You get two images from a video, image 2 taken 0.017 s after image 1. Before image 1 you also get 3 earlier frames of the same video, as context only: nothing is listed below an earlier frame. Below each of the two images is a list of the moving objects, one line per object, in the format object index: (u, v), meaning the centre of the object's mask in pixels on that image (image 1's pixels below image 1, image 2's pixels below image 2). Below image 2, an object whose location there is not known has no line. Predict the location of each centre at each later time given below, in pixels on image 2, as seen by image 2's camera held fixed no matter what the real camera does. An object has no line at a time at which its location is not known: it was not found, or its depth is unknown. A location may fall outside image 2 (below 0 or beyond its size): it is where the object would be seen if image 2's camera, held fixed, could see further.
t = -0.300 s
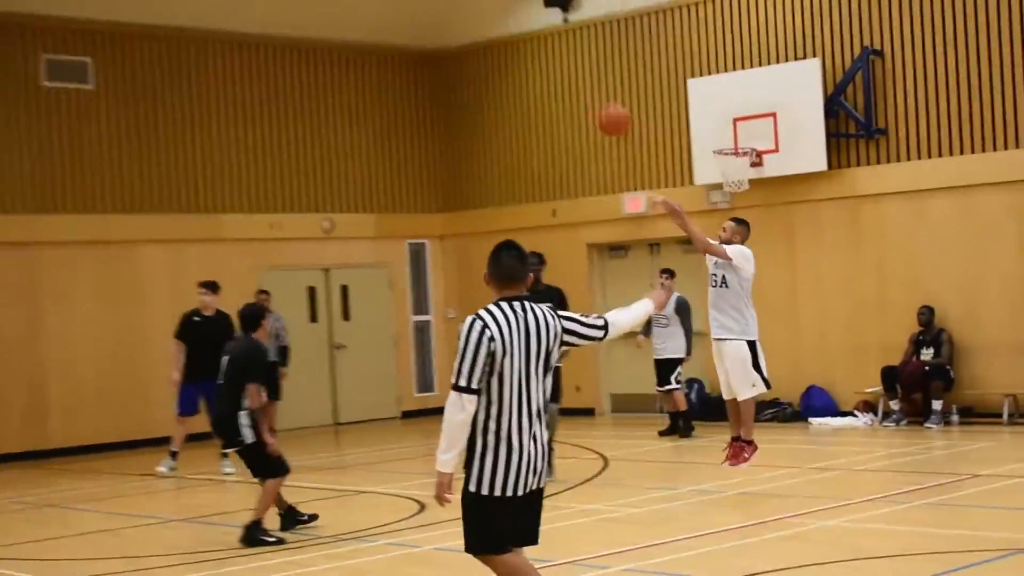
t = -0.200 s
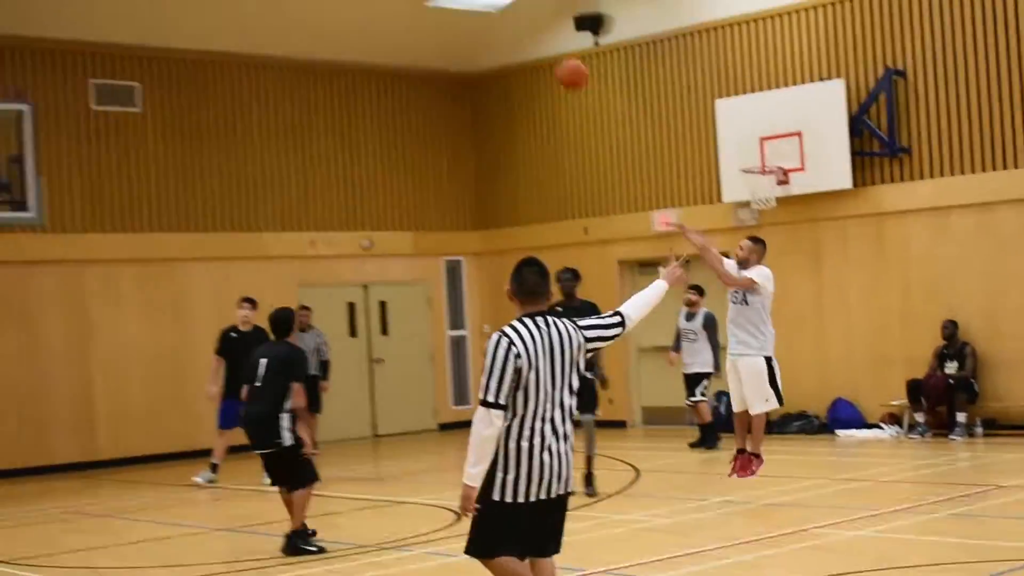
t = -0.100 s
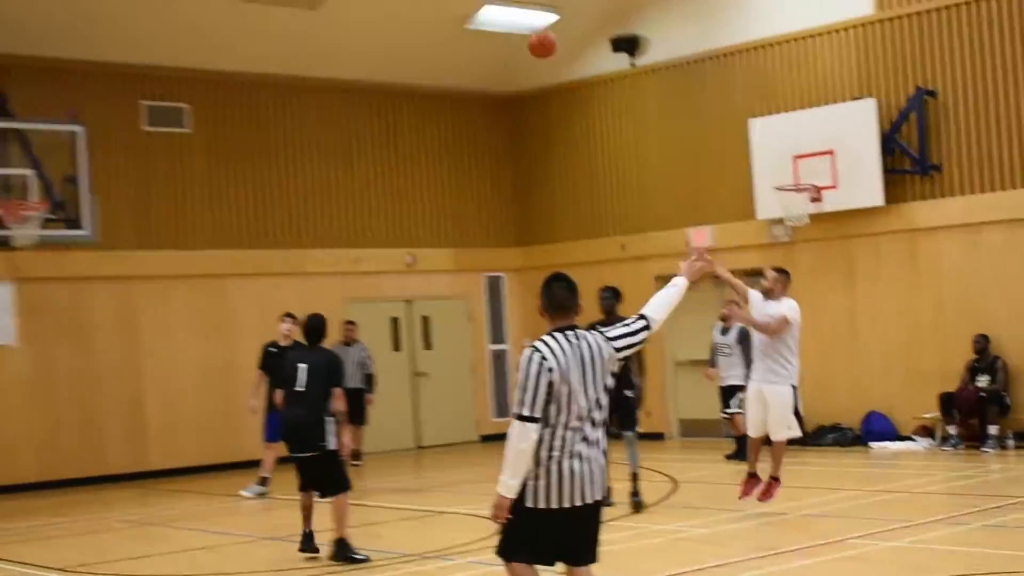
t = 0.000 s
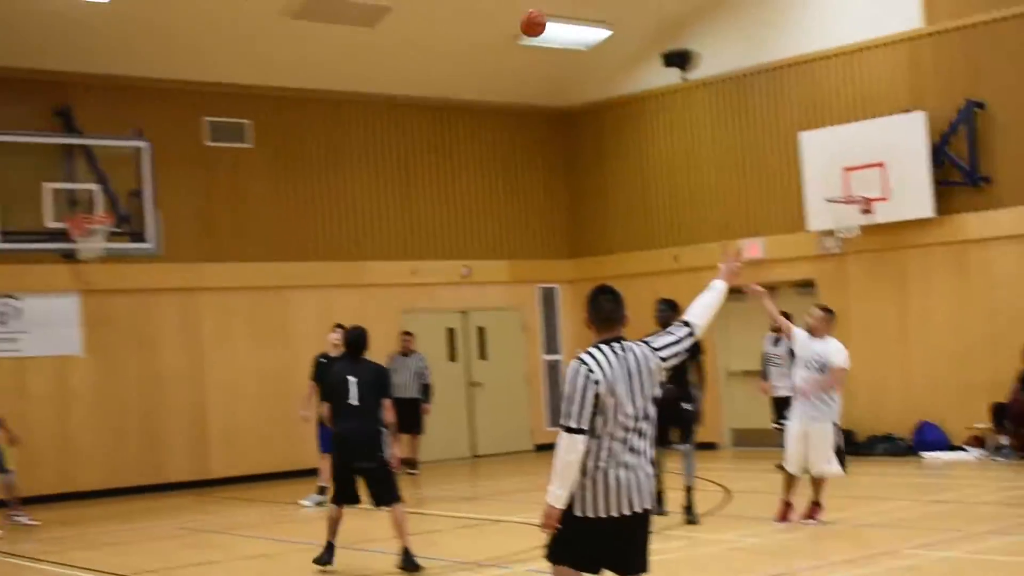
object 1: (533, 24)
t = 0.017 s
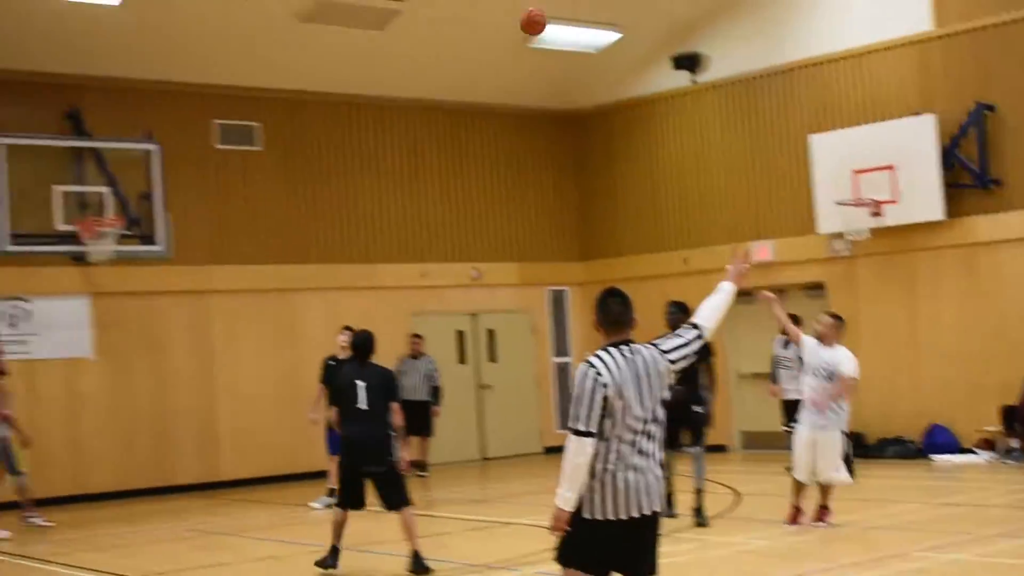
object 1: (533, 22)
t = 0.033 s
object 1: (521, 18)
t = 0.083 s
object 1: (490, 7)
